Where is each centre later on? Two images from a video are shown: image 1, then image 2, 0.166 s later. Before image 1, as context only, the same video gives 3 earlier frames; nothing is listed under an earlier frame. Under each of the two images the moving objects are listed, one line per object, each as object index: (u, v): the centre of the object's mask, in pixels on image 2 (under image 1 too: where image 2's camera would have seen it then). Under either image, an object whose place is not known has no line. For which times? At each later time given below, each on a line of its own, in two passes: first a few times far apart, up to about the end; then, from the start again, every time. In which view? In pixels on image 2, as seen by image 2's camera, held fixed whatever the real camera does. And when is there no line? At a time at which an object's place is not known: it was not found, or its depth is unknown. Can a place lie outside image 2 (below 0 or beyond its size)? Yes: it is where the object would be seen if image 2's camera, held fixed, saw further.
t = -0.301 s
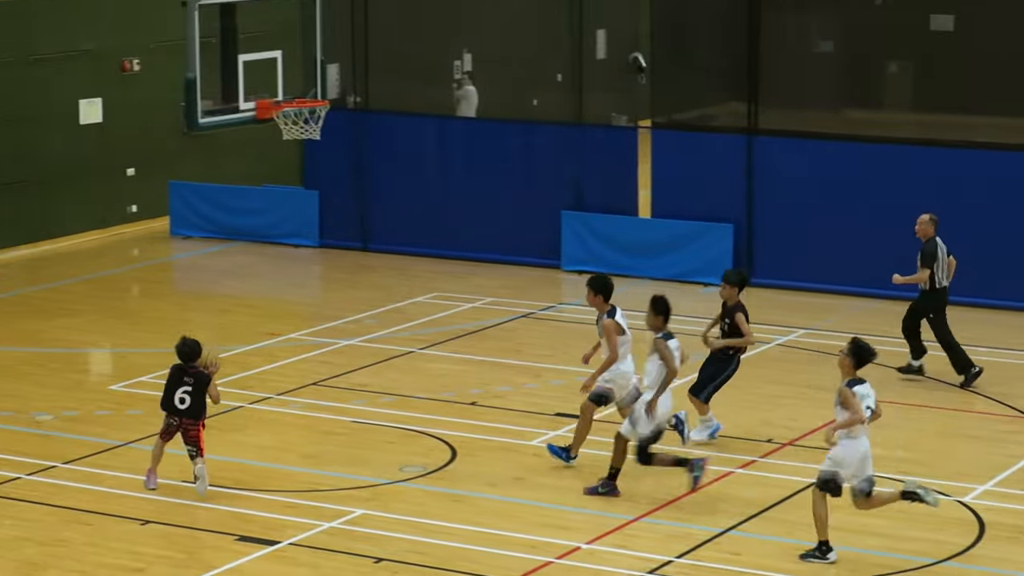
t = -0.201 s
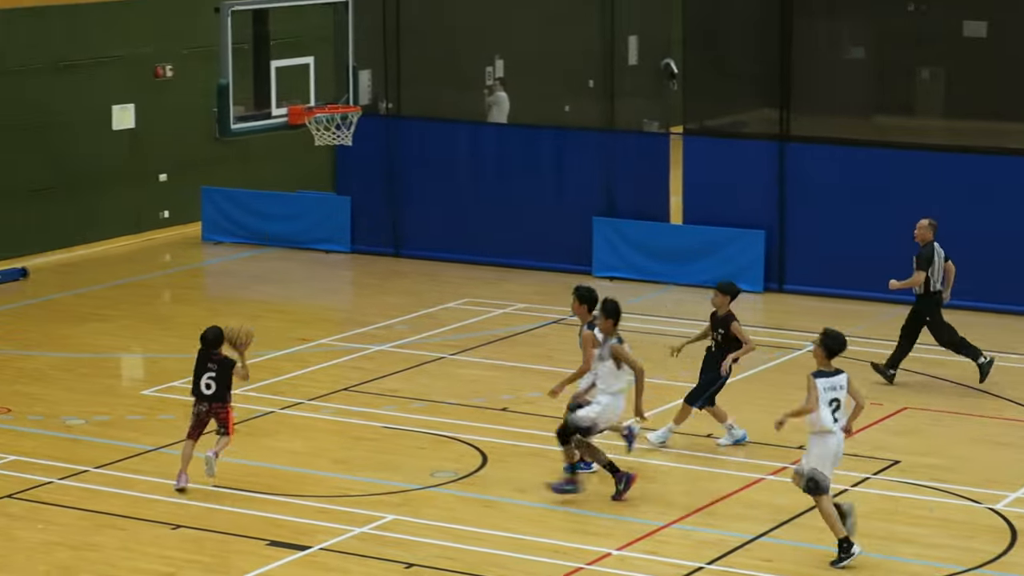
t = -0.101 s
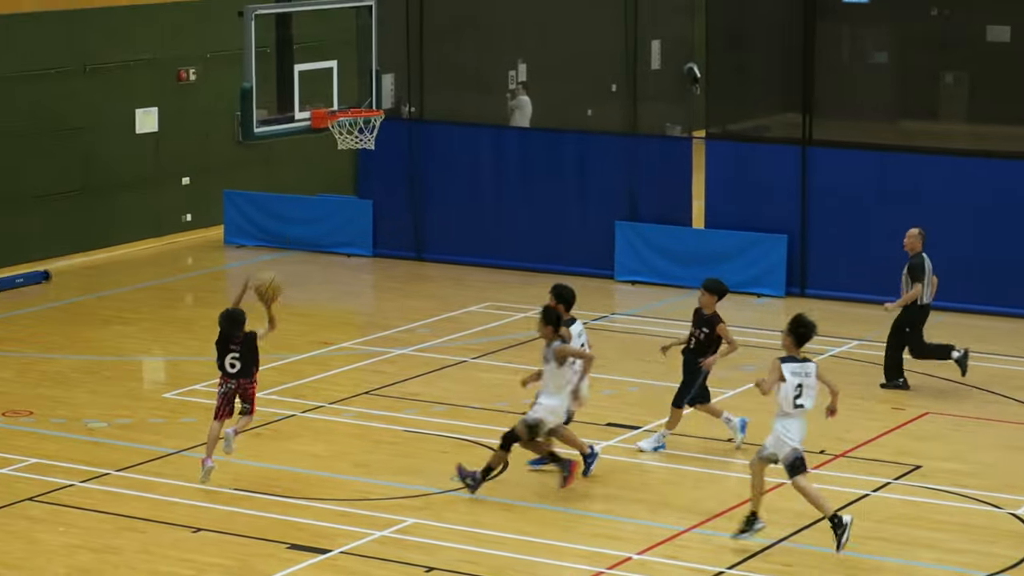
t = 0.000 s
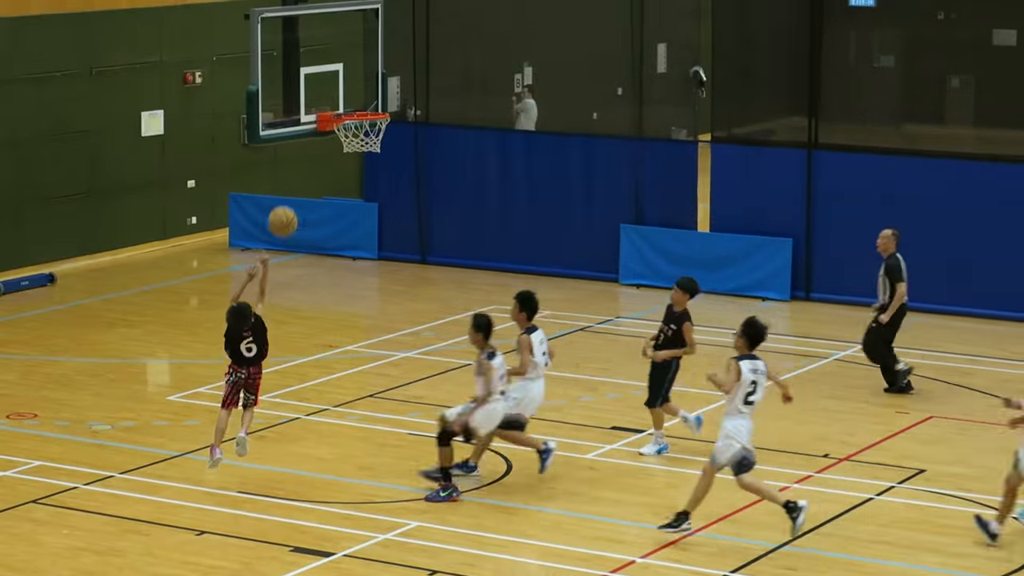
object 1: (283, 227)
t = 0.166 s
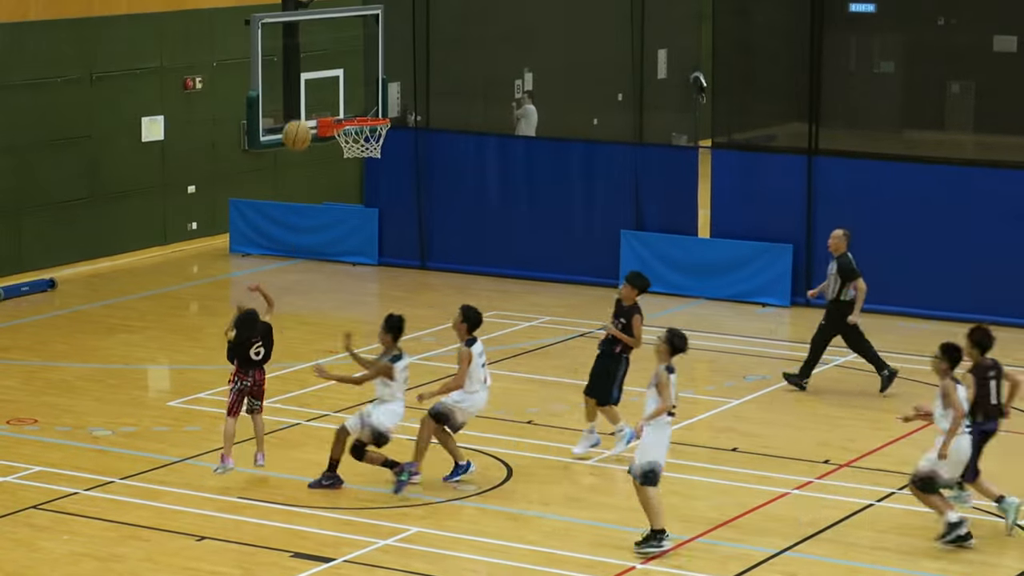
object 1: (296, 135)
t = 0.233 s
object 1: (302, 107)
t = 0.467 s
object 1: (329, 78)
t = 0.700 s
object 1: (359, 107)
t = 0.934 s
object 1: (375, 104)
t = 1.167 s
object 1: (374, 110)
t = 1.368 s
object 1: (377, 154)
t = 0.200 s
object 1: (299, 120)
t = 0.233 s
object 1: (302, 107)
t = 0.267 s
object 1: (305, 96)
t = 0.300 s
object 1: (308, 87)
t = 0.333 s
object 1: (312, 81)
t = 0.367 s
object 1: (316, 79)
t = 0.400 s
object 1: (321, 78)
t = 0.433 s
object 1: (325, 77)
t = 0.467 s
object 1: (329, 78)
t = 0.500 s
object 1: (333, 81)
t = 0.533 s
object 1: (338, 84)
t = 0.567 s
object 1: (342, 89)
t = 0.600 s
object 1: (346, 94)
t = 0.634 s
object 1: (350, 102)
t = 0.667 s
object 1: (354, 108)
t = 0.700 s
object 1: (359, 107)
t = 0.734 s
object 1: (364, 106)
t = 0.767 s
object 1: (369, 106)
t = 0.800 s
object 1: (375, 108)
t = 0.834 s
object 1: (377, 108)
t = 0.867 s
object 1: (376, 105)
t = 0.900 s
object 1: (376, 105)
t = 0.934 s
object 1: (375, 104)
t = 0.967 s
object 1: (375, 105)
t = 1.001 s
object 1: (374, 106)
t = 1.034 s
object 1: (372, 108)
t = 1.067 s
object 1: (373, 107)
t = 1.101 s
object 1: (373, 107)
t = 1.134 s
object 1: (374, 108)
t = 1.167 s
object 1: (374, 110)
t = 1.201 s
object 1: (374, 114)
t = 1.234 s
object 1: (375, 119)
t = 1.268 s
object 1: (376, 126)
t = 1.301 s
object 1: (377, 133)
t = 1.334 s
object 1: (377, 143)
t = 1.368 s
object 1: (377, 154)
